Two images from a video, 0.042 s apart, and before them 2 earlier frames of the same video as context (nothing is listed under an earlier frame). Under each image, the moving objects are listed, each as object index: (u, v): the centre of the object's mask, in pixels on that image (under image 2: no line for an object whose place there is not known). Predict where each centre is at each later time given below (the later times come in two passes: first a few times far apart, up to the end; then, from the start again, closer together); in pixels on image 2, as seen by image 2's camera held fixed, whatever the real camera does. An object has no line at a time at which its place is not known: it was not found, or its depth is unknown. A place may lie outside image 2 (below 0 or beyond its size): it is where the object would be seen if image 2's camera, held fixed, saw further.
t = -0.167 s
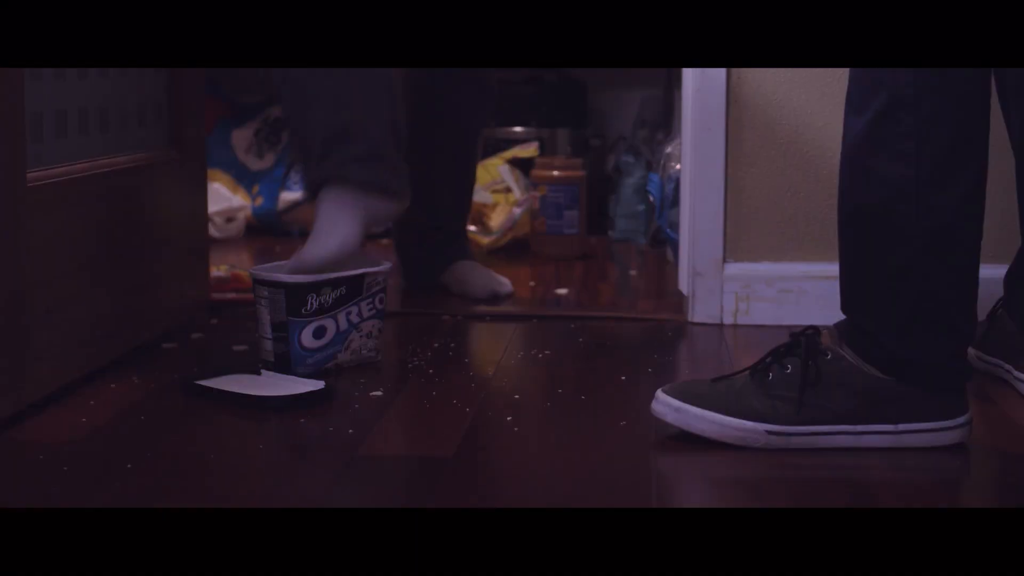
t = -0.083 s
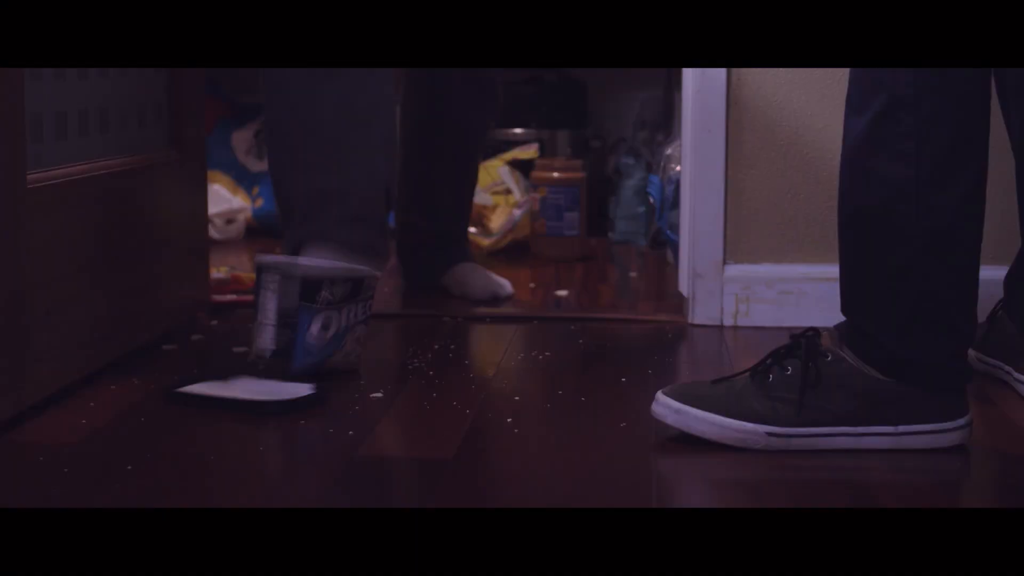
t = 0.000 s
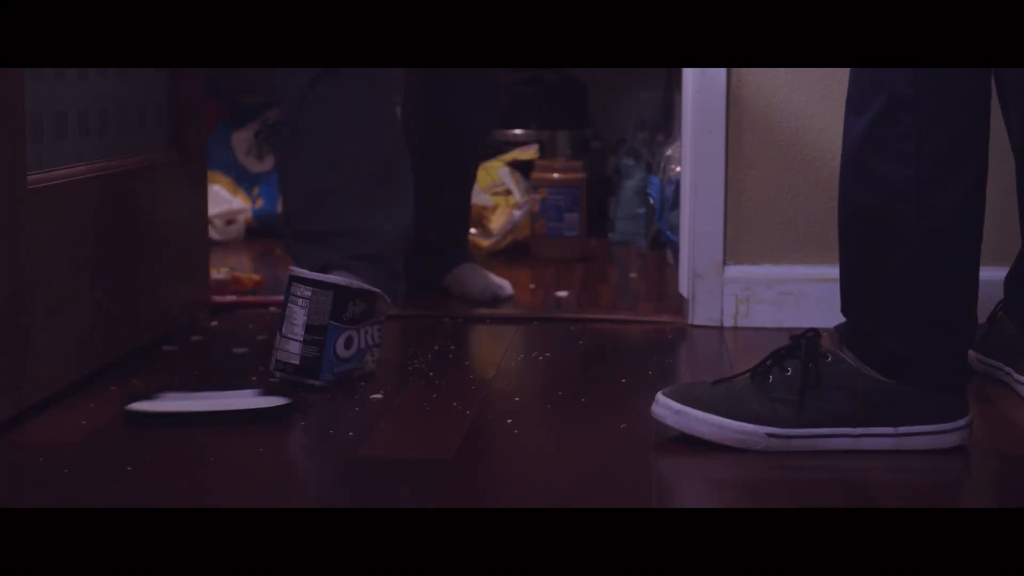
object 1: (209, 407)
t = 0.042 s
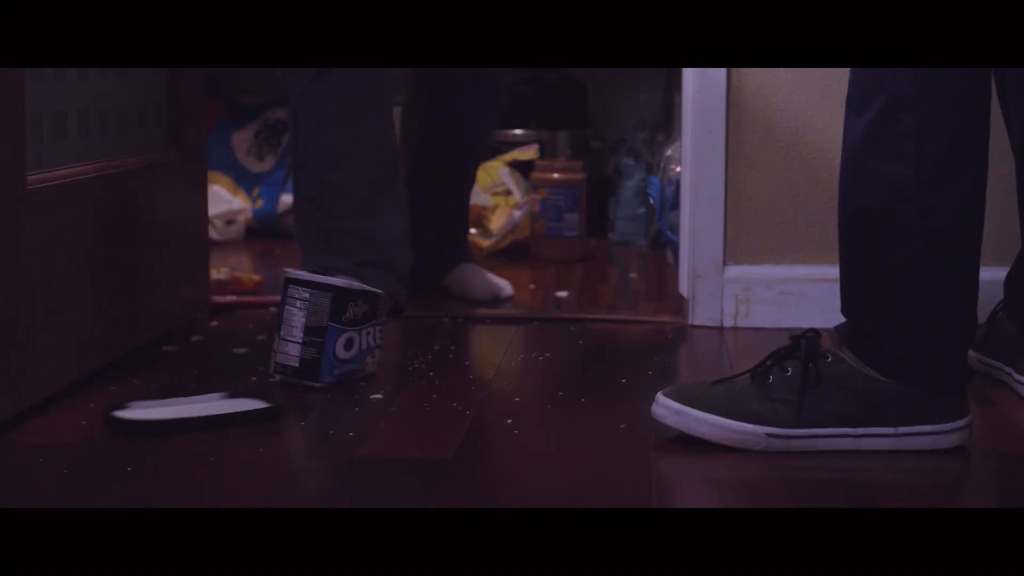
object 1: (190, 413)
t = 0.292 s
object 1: (151, 429)
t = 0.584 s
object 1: (141, 435)
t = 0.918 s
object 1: (143, 434)
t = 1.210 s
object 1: (142, 435)
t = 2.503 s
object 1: (145, 435)
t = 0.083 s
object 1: (177, 418)
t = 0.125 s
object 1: (165, 422)
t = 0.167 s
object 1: (159, 426)
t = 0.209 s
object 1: (157, 428)
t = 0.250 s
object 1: (154, 429)
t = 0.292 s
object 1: (151, 429)
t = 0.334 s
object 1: (151, 429)
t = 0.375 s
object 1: (148, 430)
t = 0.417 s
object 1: (147, 431)
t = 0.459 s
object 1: (146, 432)
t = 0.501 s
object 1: (143, 434)
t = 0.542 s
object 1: (140, 434)
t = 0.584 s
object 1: (141, 435)
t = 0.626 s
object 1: (141, 435)
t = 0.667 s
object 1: (142, 435)
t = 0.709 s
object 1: (142, 435)
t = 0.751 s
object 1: (145, 435)
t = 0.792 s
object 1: (144, 435)
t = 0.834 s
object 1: (143, 434)
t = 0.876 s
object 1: (143, 434)
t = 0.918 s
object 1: (143, 434)
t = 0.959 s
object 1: (142, 434)
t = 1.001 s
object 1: (142, 434)
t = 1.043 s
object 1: (142, 434)
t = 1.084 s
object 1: (143, 435)
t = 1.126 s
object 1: (144, 435)
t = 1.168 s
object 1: (142, 435)
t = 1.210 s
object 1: (142, 435)
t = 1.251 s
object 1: (141, 435)
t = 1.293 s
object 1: (142, 435)
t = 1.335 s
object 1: (143, 435)
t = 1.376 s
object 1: (142, 435)
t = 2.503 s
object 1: (145, 435)
